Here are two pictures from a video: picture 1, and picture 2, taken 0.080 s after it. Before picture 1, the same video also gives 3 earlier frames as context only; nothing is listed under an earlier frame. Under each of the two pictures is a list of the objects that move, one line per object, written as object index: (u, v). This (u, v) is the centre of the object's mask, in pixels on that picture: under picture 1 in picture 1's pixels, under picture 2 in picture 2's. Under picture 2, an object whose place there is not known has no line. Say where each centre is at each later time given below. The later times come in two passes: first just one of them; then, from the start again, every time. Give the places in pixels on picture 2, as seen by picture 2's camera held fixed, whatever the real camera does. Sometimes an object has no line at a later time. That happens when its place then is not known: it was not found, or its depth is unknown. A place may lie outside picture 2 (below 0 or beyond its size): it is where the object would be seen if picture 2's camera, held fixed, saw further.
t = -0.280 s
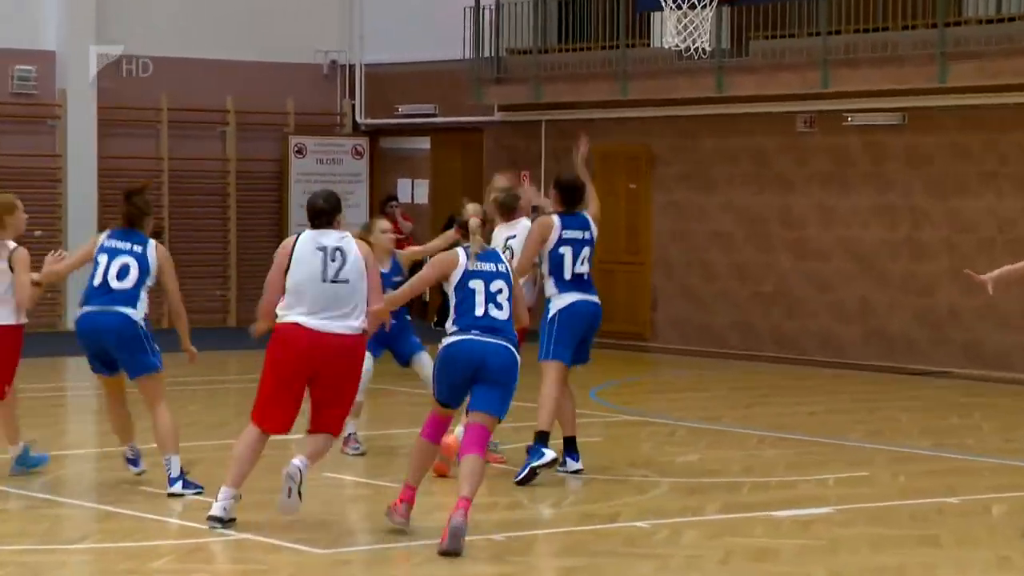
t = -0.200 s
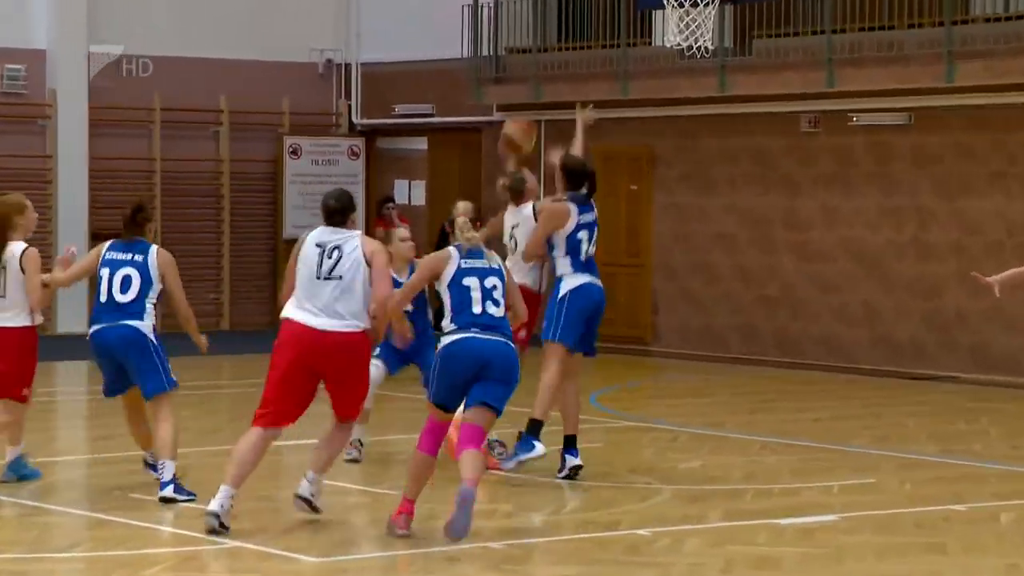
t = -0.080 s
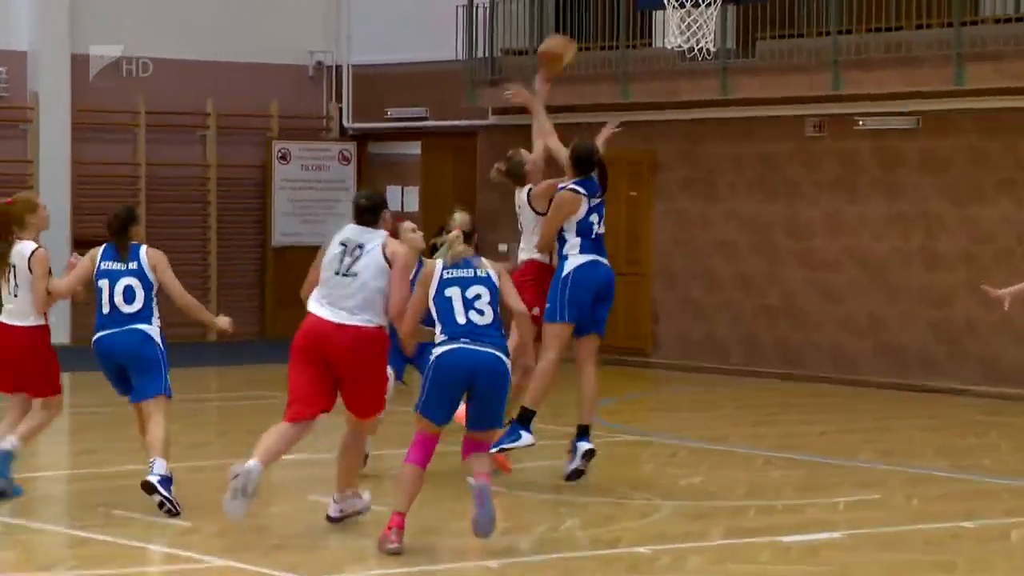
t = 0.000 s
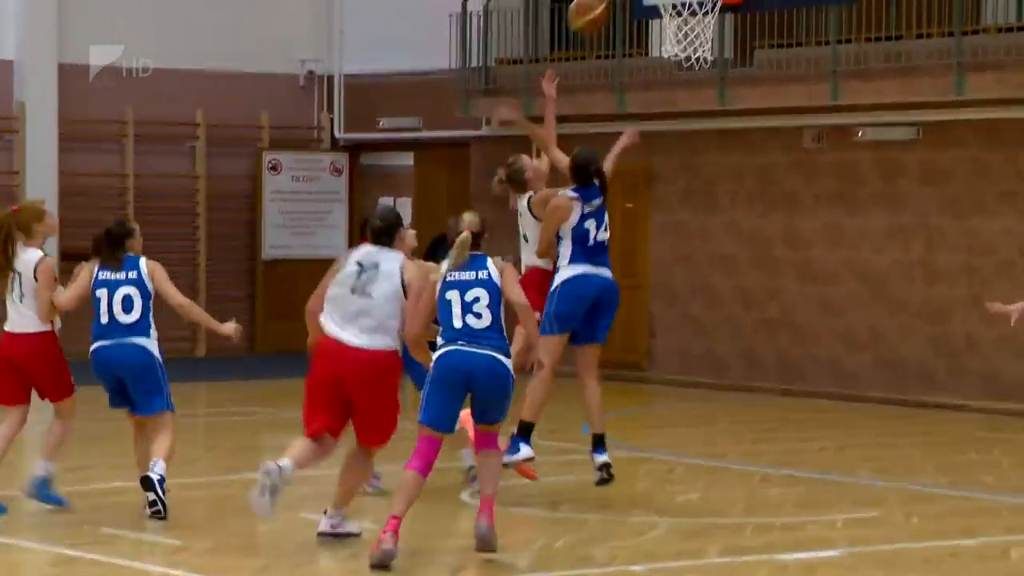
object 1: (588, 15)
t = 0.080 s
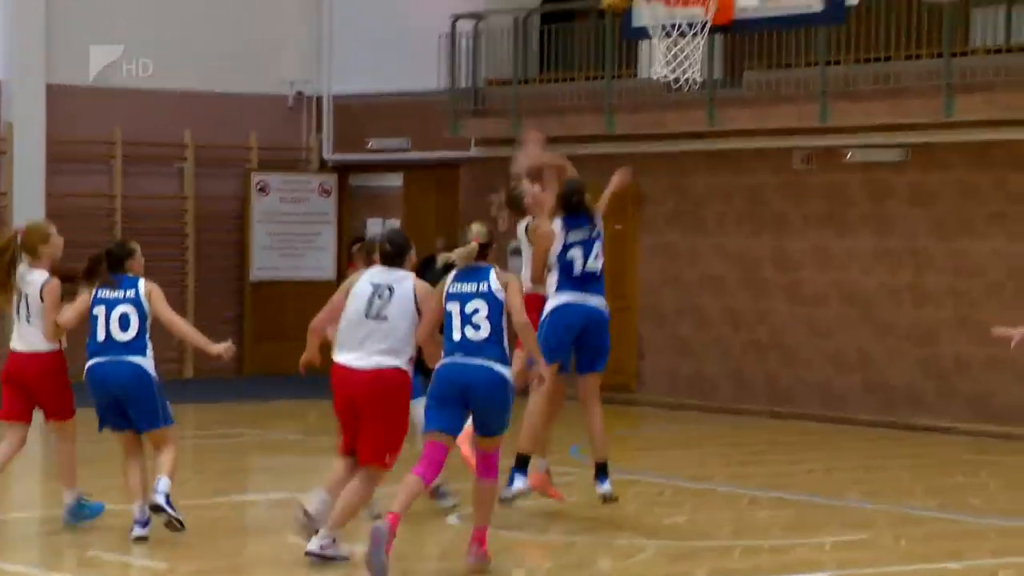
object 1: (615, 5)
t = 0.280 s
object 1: (682, -56)
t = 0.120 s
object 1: (634, -10)
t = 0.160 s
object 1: (651, -22)
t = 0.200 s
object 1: (670, -36)
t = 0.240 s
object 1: (685, -48)
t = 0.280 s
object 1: (682, -56)
